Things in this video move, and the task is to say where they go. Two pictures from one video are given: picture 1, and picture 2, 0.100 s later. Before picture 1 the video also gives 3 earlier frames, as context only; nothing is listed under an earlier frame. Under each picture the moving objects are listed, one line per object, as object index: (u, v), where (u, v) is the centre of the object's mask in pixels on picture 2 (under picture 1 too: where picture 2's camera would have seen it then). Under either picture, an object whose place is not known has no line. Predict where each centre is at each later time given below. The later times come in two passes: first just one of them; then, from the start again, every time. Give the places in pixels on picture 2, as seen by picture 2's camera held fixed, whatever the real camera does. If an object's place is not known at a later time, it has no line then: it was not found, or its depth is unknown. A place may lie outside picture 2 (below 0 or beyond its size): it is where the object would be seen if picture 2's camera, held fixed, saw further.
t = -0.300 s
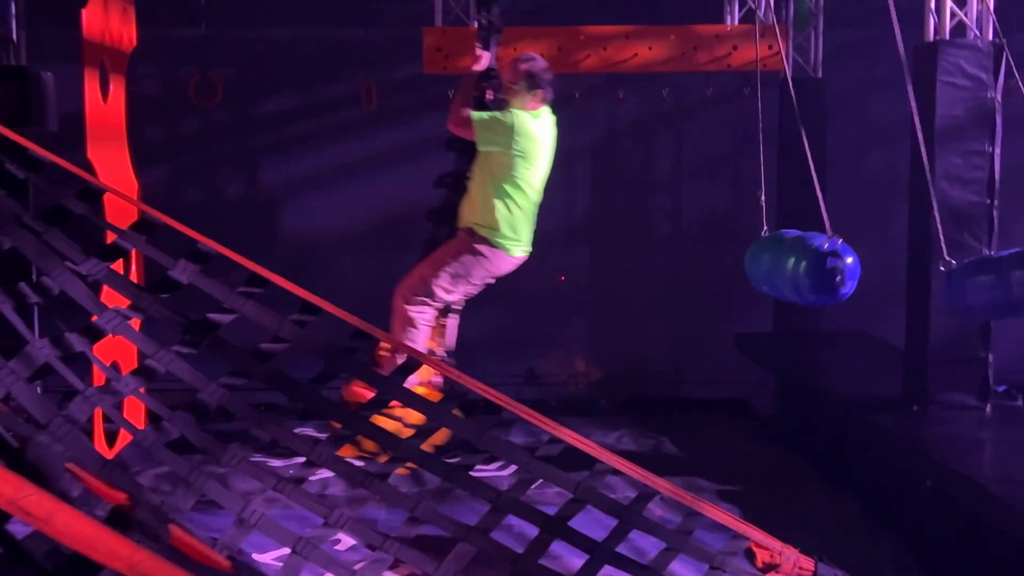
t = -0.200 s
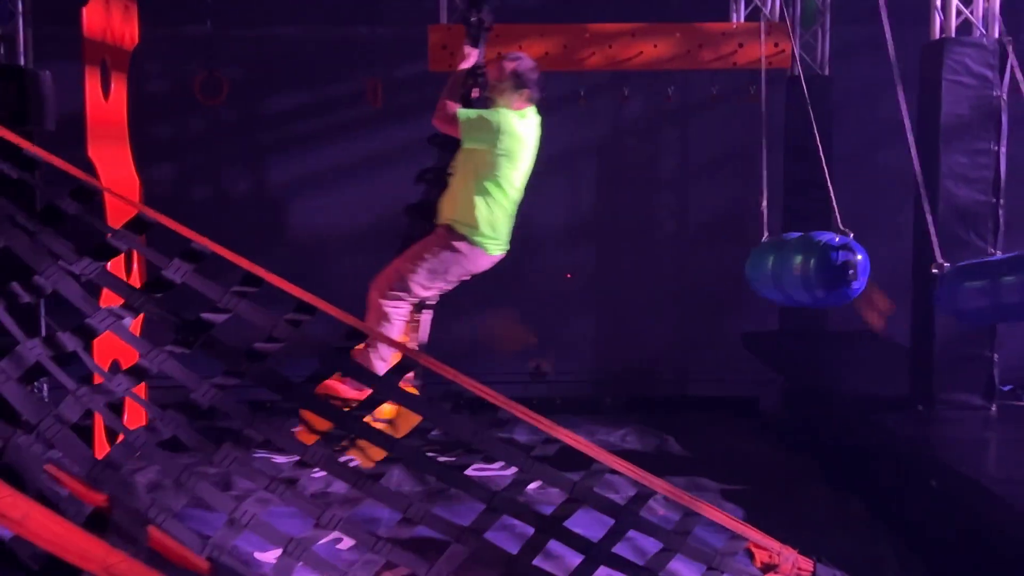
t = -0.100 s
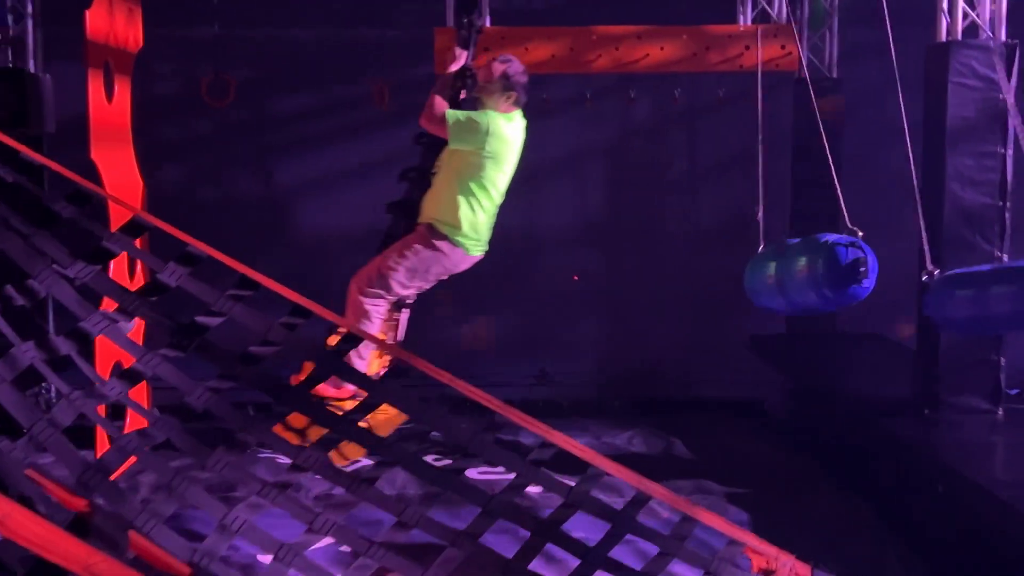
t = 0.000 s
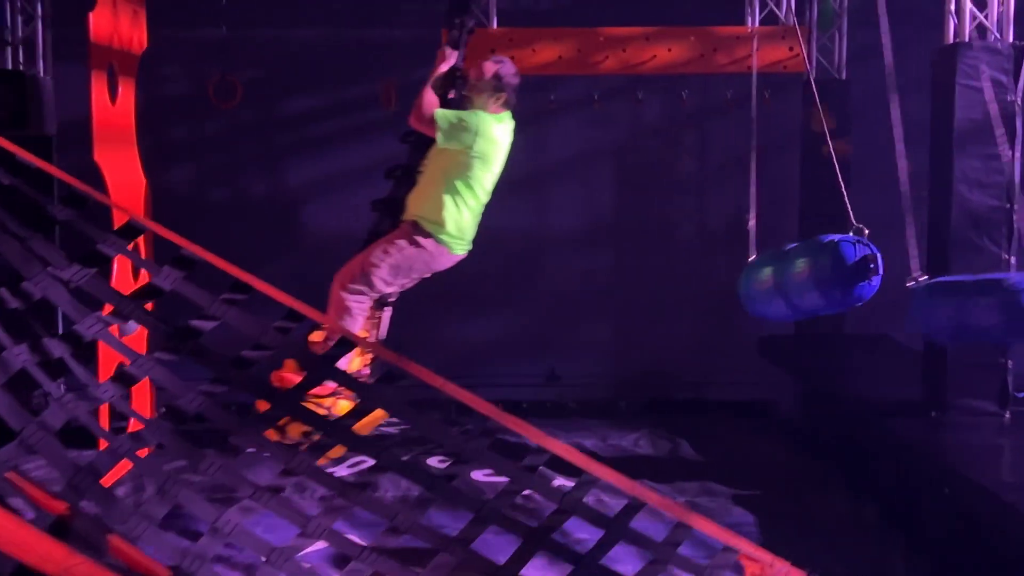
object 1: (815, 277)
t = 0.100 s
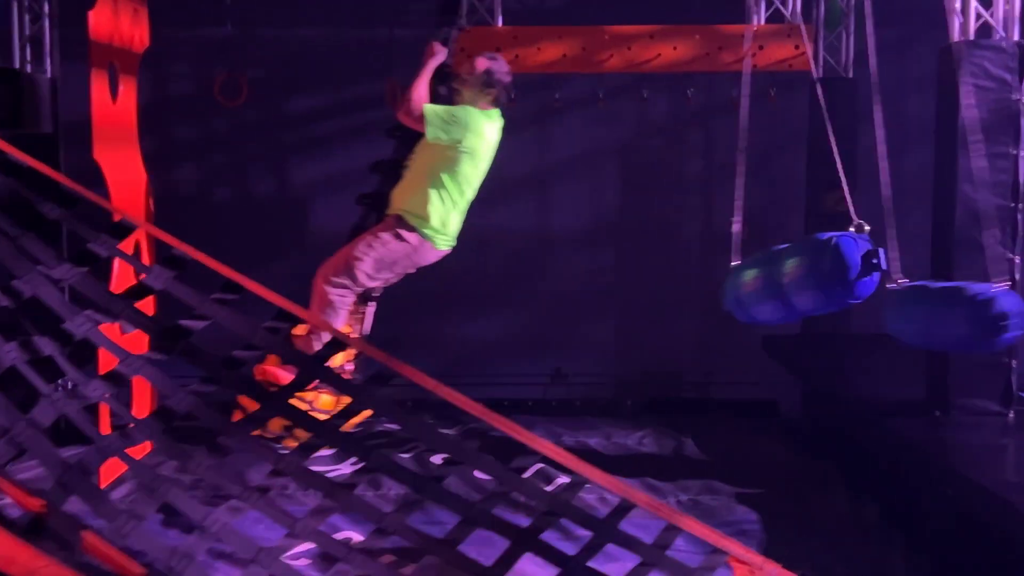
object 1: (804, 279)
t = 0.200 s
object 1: (791, 280)
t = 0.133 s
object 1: (800, 279)
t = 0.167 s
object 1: (796, 279)
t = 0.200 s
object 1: (791, 280)
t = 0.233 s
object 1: (785, 280)
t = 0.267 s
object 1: (780, 281)
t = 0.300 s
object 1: (774, 281)
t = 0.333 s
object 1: (767, 282)
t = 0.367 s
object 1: (760, 283)
